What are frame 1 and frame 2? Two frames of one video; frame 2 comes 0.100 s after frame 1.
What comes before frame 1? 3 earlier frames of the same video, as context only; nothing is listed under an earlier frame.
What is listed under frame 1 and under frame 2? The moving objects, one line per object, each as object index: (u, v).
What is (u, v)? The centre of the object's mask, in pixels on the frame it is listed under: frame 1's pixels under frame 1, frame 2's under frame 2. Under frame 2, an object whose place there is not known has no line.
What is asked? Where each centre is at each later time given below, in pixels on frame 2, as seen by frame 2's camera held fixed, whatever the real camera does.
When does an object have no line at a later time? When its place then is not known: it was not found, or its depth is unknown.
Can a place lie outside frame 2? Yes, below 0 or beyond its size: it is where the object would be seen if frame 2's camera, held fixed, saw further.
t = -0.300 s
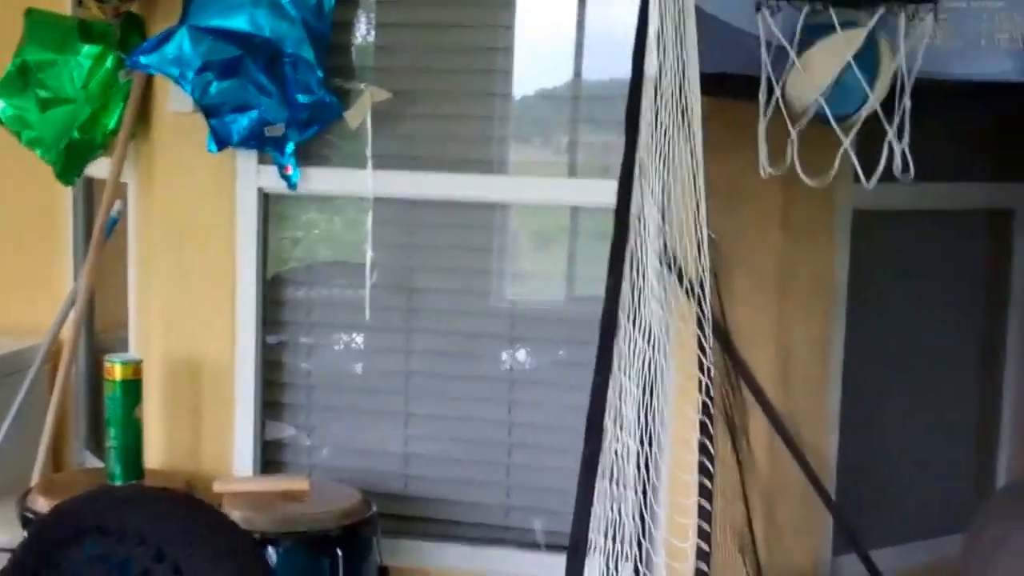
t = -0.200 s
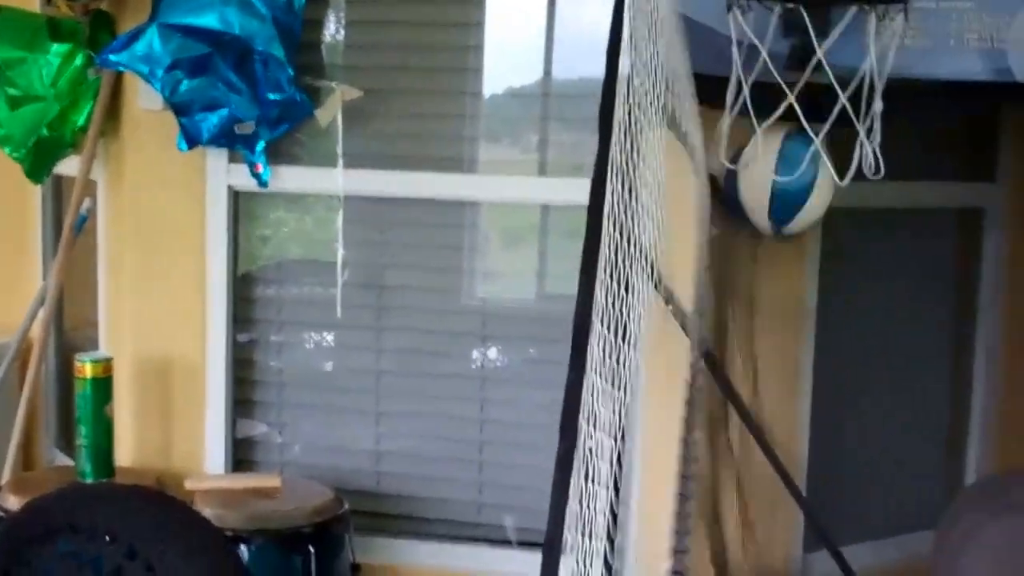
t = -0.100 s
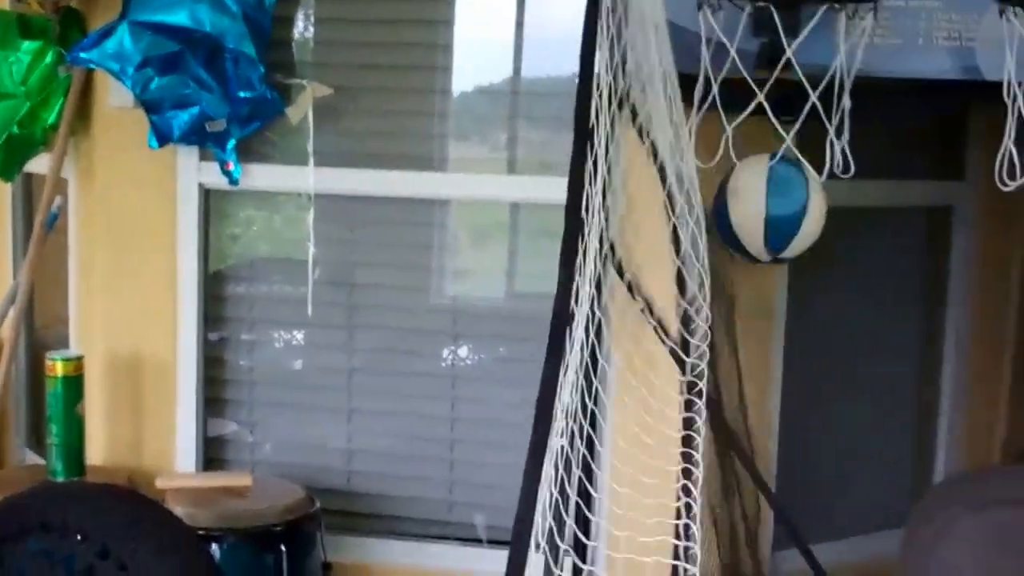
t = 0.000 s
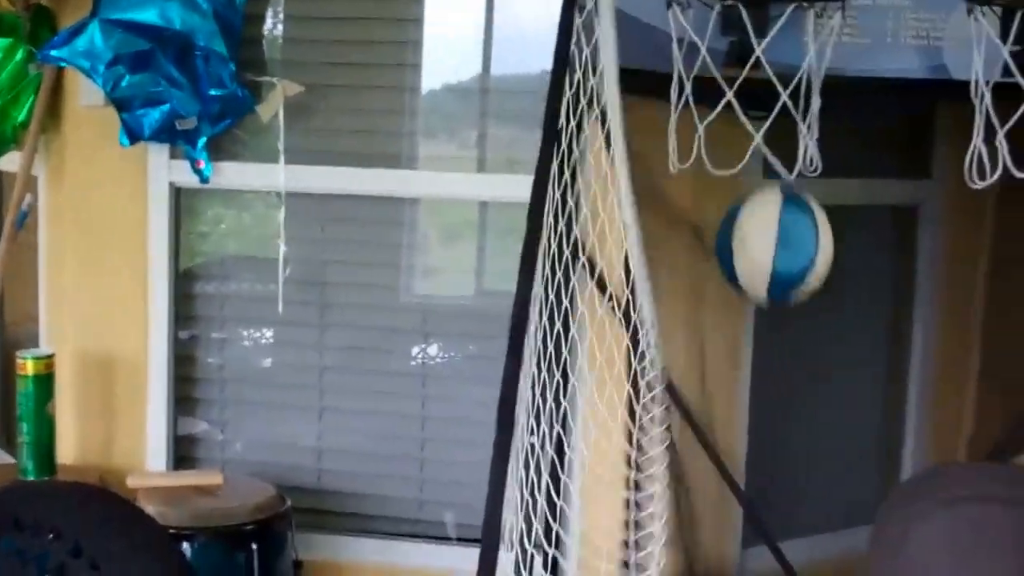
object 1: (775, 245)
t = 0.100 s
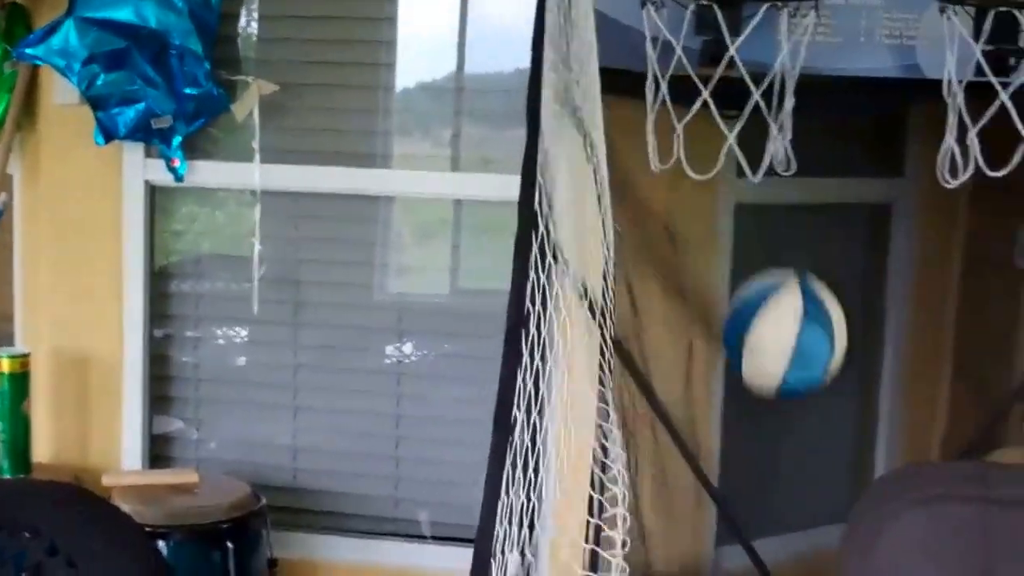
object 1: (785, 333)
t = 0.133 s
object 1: (799, 372)
